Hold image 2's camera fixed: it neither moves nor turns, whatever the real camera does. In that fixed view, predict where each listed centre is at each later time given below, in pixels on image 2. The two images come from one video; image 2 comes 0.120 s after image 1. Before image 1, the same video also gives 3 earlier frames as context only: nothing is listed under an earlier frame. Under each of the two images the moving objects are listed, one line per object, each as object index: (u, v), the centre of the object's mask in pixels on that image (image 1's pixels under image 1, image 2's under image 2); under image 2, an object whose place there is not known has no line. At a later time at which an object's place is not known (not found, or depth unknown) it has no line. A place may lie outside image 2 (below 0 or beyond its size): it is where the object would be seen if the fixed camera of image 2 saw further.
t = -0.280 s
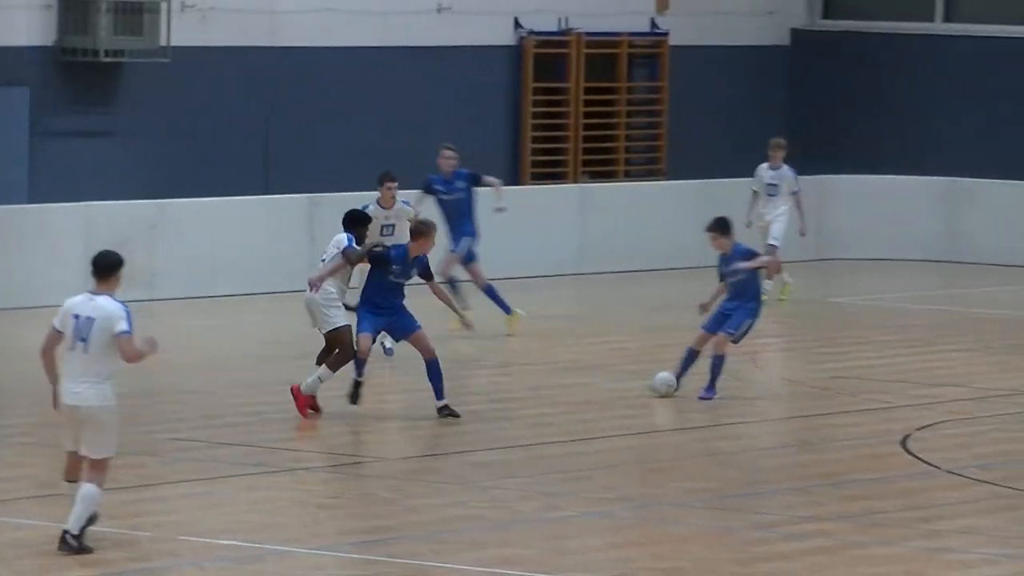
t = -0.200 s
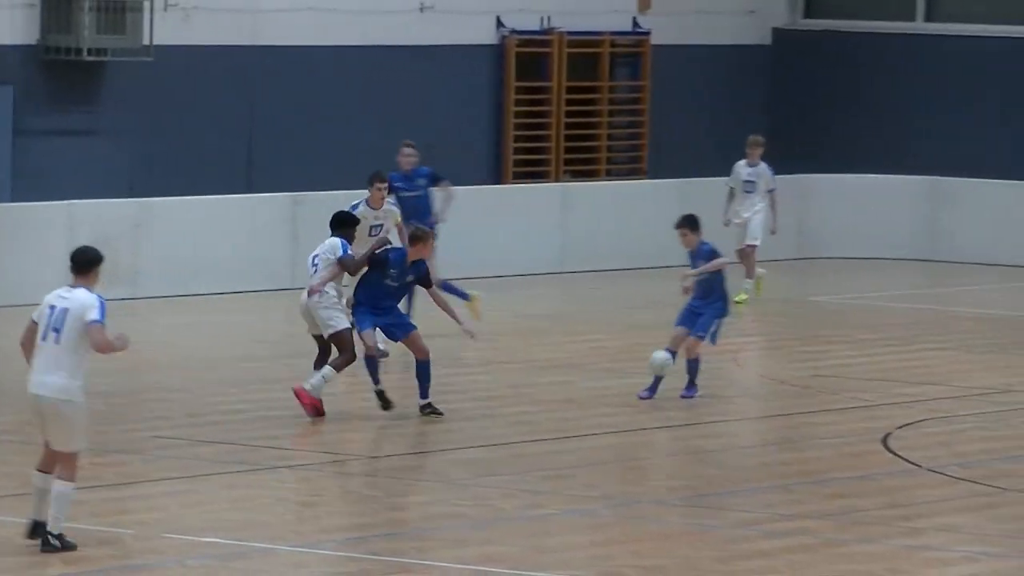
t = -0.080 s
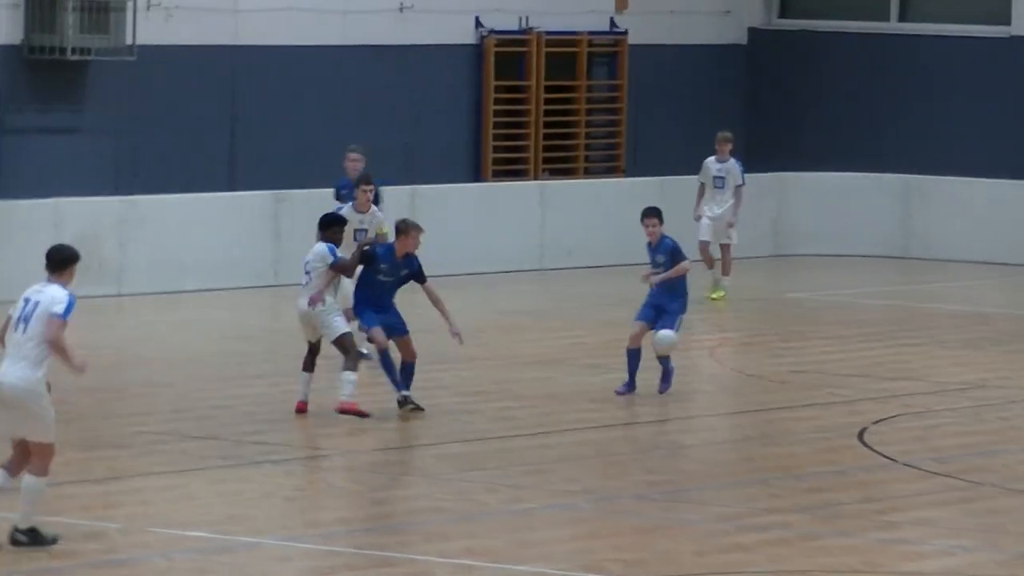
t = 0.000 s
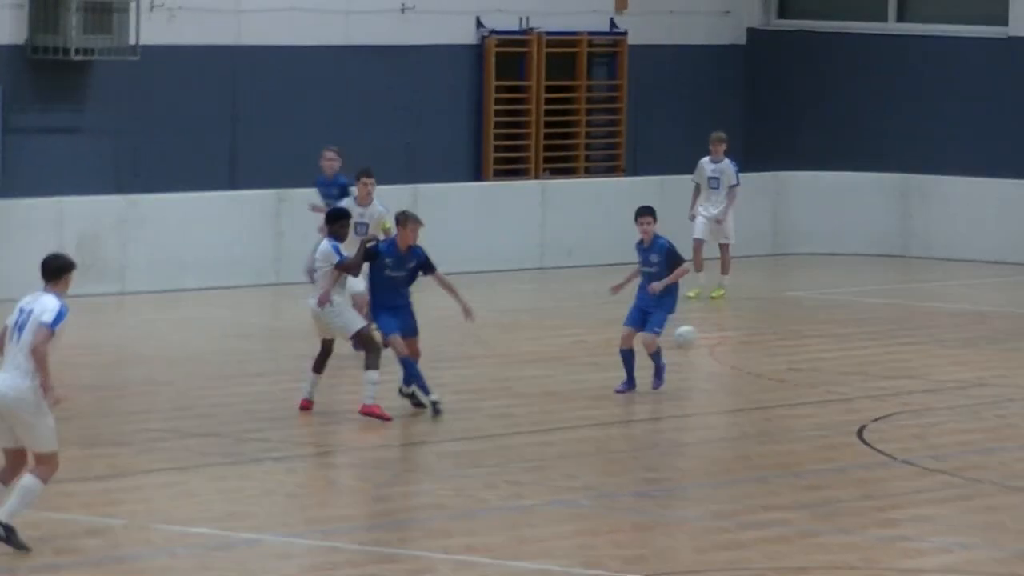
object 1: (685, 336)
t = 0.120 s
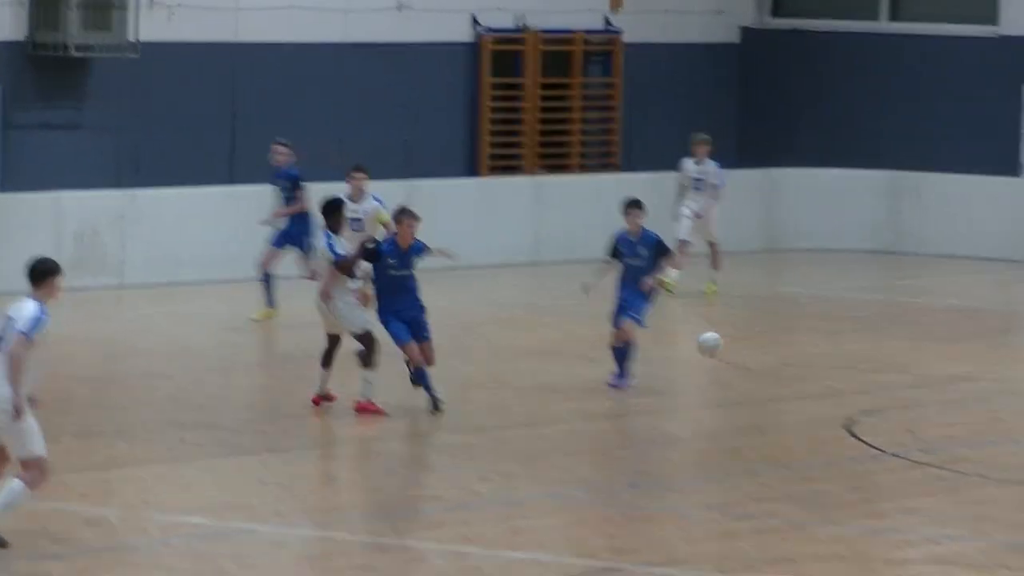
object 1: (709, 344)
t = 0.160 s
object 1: (722, 350)
